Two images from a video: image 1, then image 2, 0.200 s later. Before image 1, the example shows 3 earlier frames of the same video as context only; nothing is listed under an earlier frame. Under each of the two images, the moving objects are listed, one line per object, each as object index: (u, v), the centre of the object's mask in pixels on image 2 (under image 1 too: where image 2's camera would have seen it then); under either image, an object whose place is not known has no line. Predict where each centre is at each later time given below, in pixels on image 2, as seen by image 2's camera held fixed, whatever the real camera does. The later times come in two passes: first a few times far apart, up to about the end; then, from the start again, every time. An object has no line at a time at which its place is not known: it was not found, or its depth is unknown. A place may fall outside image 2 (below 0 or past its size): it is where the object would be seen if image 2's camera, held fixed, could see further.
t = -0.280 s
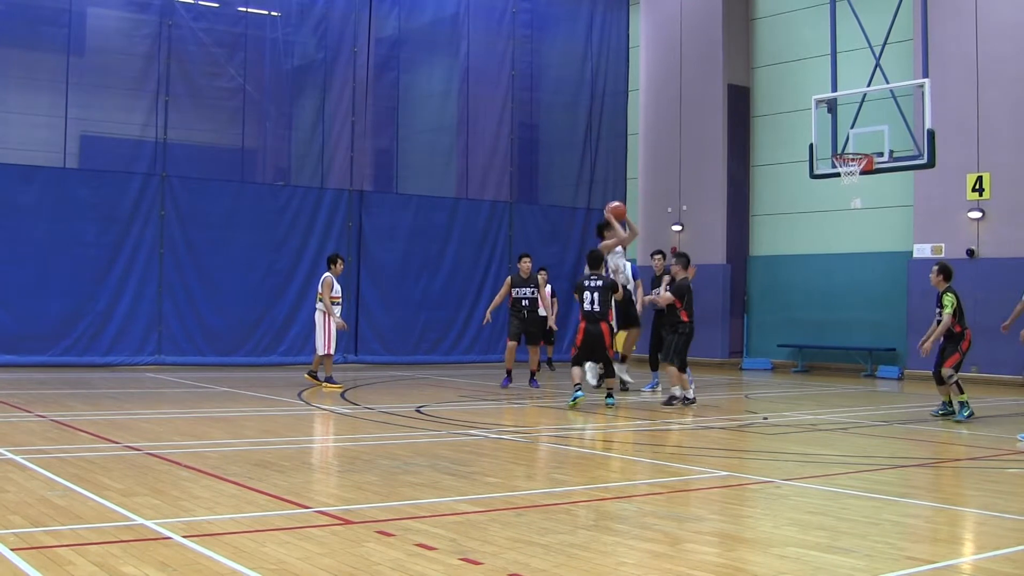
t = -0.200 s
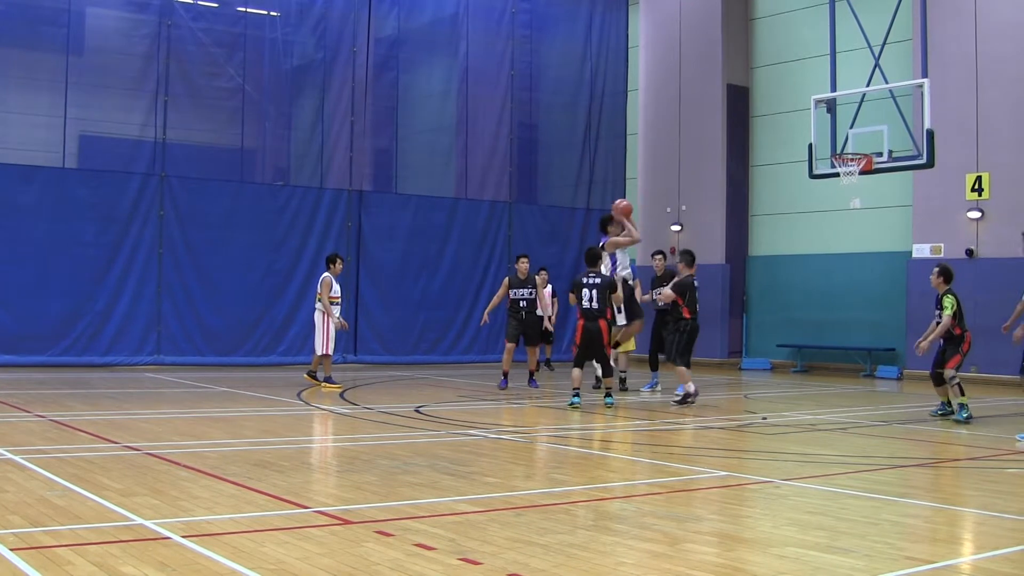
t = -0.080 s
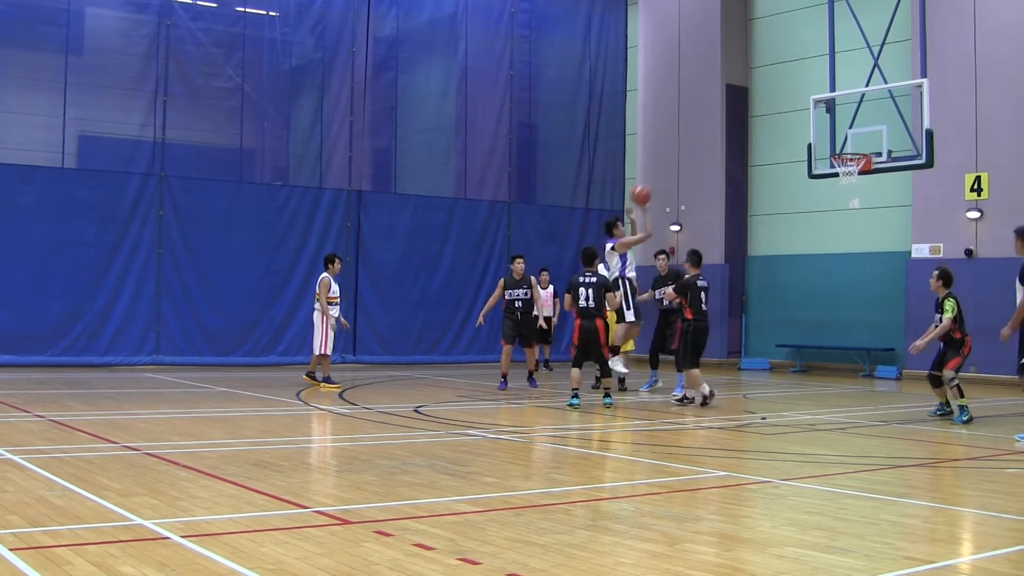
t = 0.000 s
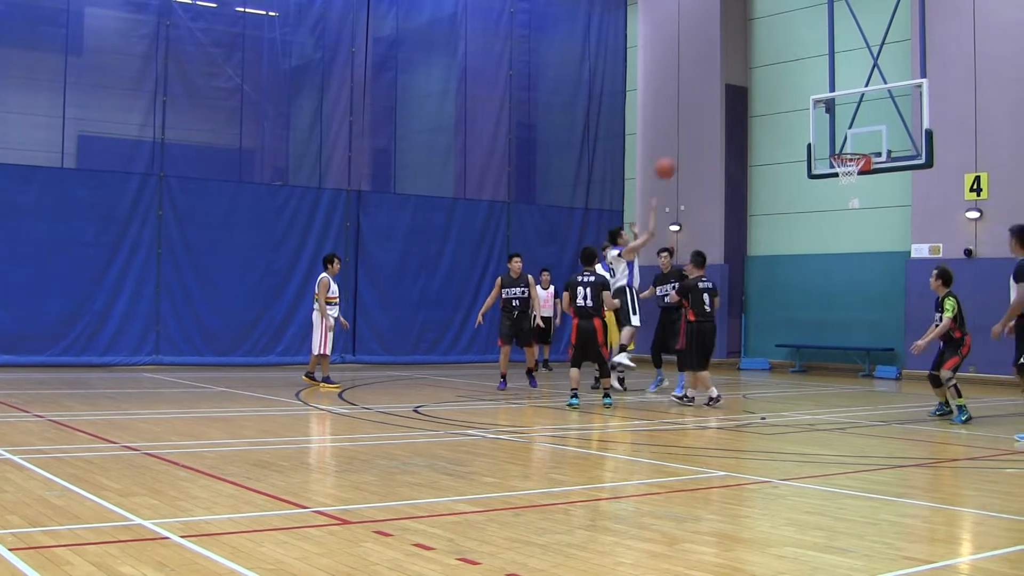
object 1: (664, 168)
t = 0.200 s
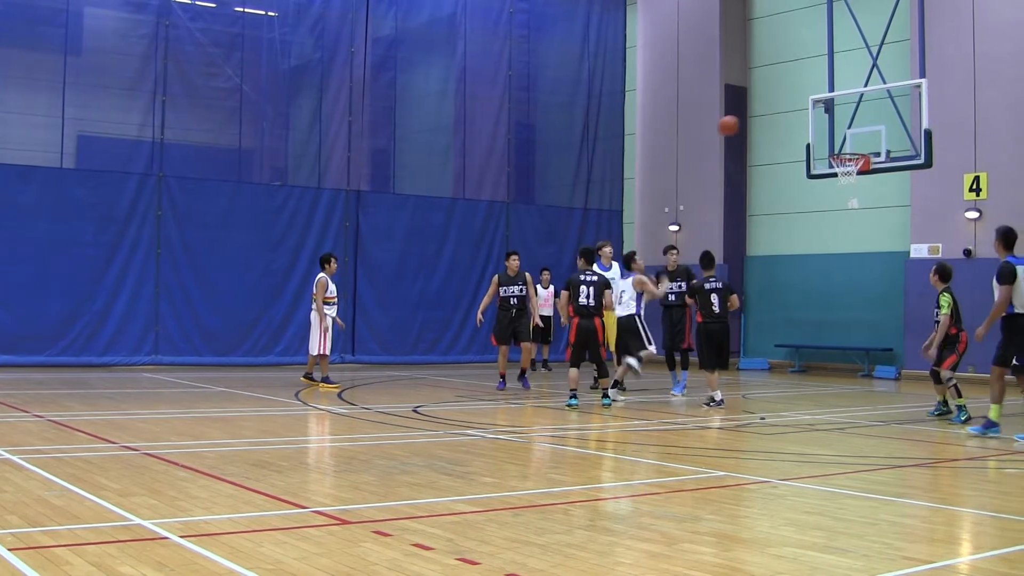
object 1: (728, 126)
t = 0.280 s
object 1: (751, 118)
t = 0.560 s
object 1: (832, 129)
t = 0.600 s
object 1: (843, 136)
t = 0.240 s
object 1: (740, 121)
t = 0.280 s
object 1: (751, 118)
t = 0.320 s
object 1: (764, 116)
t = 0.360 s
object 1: (776, 116)
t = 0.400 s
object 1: (787, 116)
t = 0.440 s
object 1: (798, 117)
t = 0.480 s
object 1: (810, 120)
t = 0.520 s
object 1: (821, 125)
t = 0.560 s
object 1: (832, 129)
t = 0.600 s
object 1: (843, 136)
